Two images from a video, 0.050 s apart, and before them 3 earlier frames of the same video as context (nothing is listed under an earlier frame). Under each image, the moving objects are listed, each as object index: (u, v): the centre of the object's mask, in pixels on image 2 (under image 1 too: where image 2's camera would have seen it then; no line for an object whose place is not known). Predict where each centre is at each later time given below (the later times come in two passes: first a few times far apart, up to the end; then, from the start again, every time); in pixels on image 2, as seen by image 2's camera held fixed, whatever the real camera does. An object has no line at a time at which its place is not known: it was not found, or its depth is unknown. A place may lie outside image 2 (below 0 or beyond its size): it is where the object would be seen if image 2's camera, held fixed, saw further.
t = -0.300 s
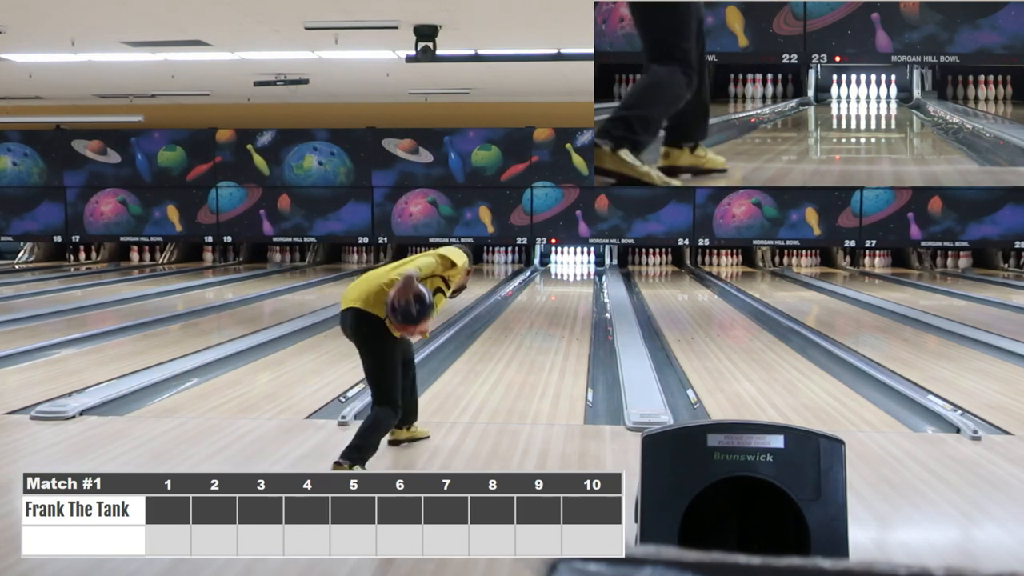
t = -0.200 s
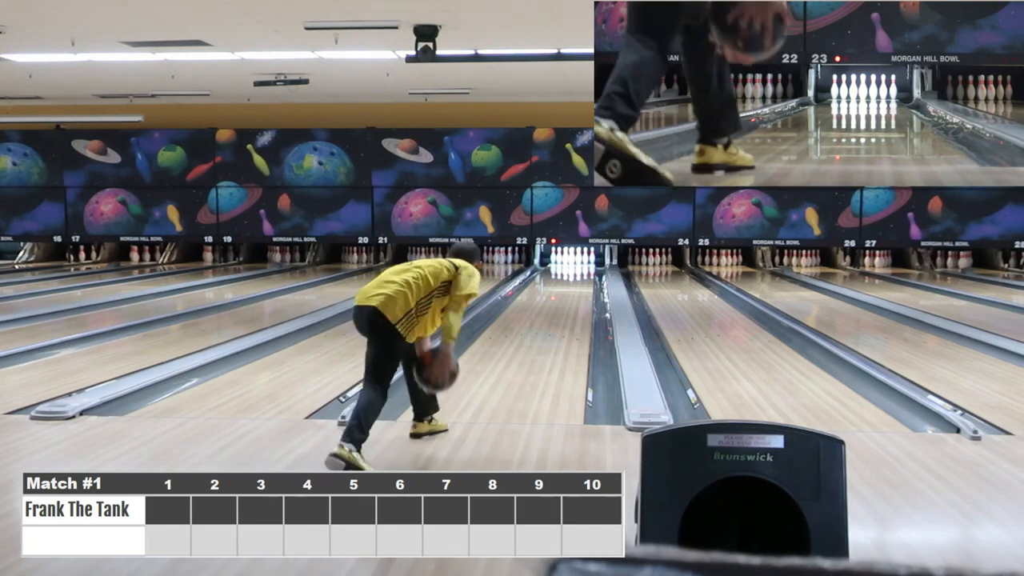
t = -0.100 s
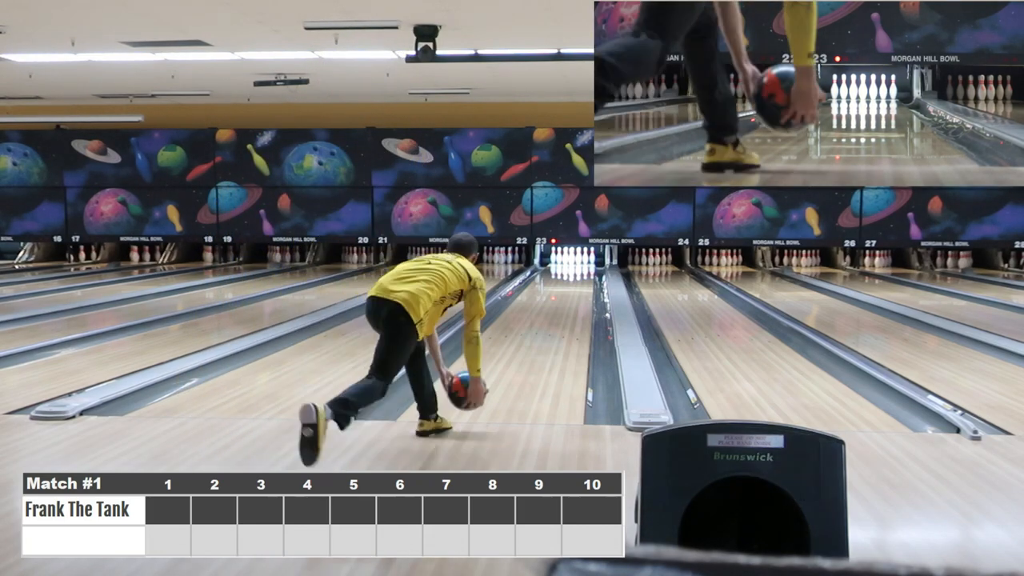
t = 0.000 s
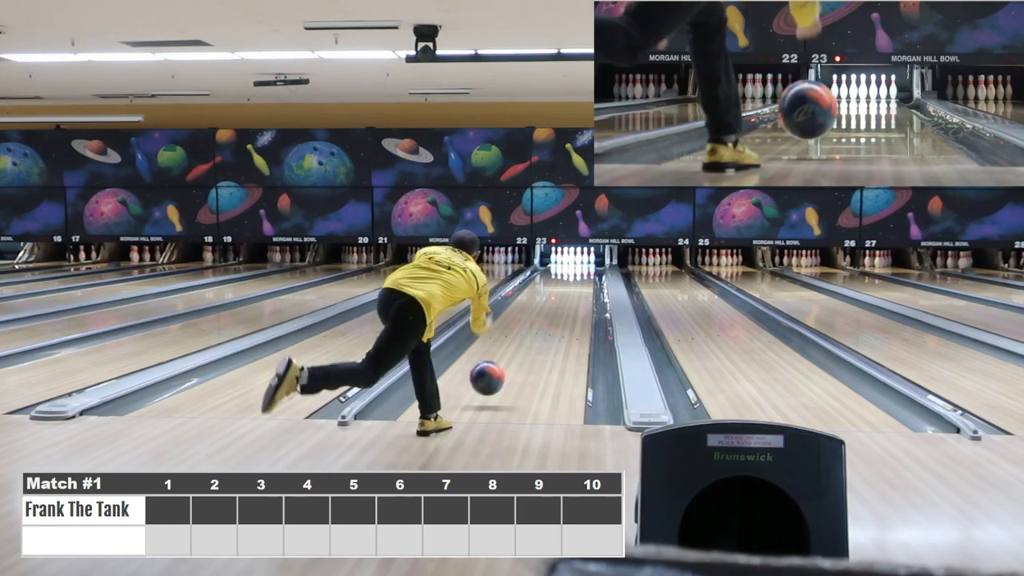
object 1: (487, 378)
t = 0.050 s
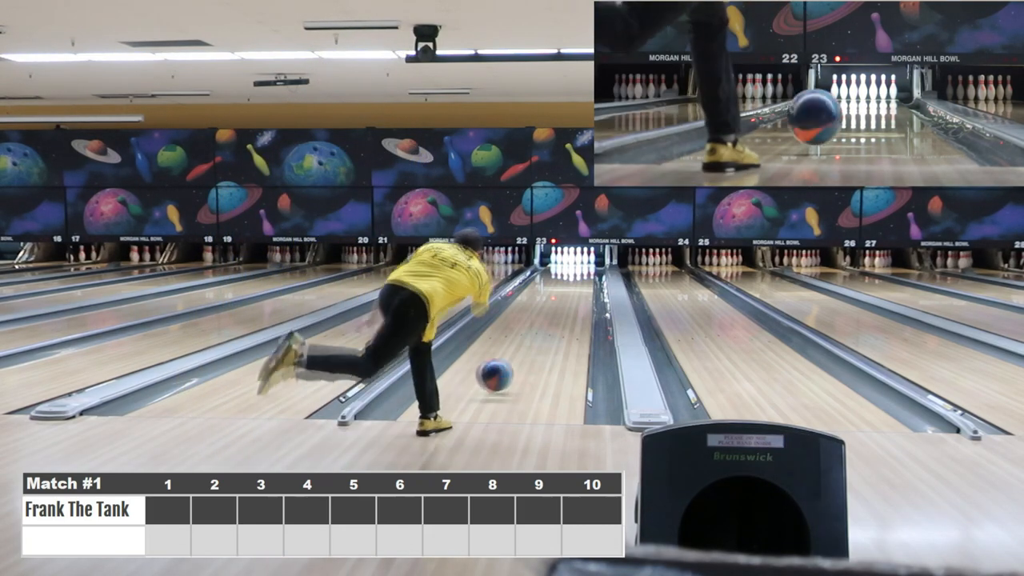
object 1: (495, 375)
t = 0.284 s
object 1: (522, 348)
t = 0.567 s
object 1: (543, 322)
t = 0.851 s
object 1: (557, 305)
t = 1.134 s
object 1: (567, 292)
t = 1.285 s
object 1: (571, 286)
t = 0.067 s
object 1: (497, 374)
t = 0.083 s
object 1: (499, 373)
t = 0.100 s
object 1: (502, 371)
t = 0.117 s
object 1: (503, 368)
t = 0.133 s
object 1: (506, 366)
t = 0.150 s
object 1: (507, 364)
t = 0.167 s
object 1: (510, 363)
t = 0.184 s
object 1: (511, 362)
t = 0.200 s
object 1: (514, 358)
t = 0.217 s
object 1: (515, 355)
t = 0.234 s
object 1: (517, 354)
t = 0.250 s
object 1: (519, 352)
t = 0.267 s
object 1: (520, 350)
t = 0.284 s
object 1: (522, 348)
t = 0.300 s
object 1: (524, 346)
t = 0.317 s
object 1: (525, 345)
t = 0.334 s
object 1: (527, 343)
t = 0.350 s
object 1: (528, 341)
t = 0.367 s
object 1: (530, 340)
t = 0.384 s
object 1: (531, 338)
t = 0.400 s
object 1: (532, 337)
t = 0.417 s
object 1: (533, 335)
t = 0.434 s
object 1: (535, 333)
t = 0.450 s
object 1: (536, 332)
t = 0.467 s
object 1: (537, 330)
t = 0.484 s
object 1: (538, 329)
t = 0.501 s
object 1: (539, 327)
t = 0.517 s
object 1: (540, 327)
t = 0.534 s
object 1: (541, 325)
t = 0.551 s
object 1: (542, 324)
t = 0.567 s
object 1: (543, 322)
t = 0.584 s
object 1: (544, 321)
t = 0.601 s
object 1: (545, 320)
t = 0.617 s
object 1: (546, 319)
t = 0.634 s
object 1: (547, 317)
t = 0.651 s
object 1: (548, 317)
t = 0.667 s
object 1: (549, 316)
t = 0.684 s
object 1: (549, 315)
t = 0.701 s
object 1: (550, 314)
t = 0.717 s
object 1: (551, 313)
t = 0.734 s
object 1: (552, 311)
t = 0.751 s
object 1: (553, 310)
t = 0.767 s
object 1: (553, 309)
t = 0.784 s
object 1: (554, 309)
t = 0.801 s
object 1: (555, 308)
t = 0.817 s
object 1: (556, 306)
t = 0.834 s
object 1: (556, 306)
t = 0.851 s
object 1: (557, 305)
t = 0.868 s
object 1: (558, 304)
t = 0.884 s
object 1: (558, 304)
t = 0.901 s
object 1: (559, 302)
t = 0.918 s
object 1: (559, 302)
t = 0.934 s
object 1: (560, 301)
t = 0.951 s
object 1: (561, 300)
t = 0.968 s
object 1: (561, 299)
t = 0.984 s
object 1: (562, 299)
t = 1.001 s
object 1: (562, 298)
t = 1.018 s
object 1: (563, 297)
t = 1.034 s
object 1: (564, 296)
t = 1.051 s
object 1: (564, 296)
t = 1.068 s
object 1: (565, 295)
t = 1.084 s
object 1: (565, 295)
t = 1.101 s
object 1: (566, 294)
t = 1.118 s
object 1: (566, 293)
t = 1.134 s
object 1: (567, 292)
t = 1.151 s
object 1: (567, 291)
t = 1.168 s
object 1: (568, 290)
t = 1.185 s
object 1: (568, 290)
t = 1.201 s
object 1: (569, 289)
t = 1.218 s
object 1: (569, 289)
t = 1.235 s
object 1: (569, 289)
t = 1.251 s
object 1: (570, 288)
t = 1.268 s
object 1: (571, 287)
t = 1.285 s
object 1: (571, 286)
